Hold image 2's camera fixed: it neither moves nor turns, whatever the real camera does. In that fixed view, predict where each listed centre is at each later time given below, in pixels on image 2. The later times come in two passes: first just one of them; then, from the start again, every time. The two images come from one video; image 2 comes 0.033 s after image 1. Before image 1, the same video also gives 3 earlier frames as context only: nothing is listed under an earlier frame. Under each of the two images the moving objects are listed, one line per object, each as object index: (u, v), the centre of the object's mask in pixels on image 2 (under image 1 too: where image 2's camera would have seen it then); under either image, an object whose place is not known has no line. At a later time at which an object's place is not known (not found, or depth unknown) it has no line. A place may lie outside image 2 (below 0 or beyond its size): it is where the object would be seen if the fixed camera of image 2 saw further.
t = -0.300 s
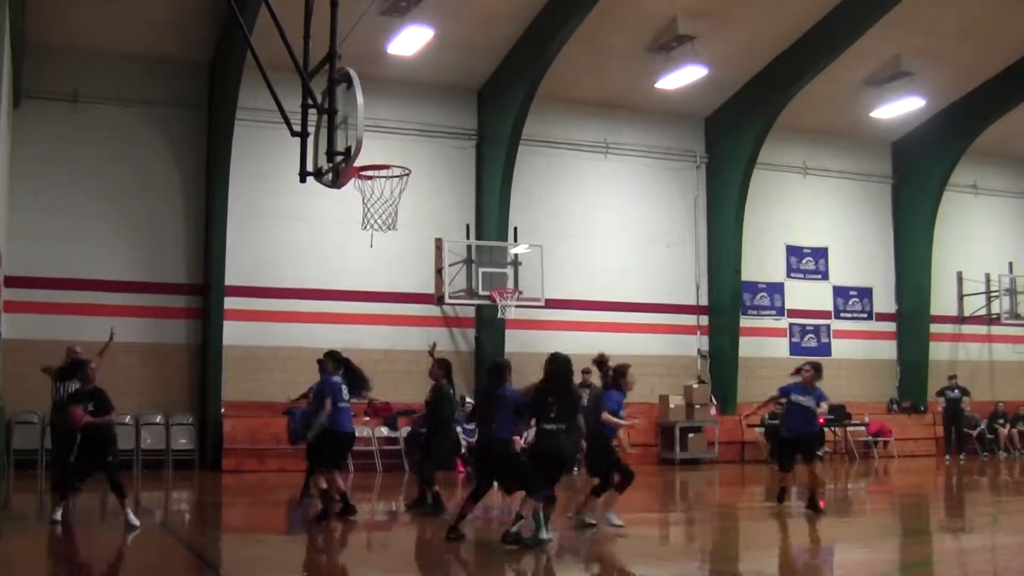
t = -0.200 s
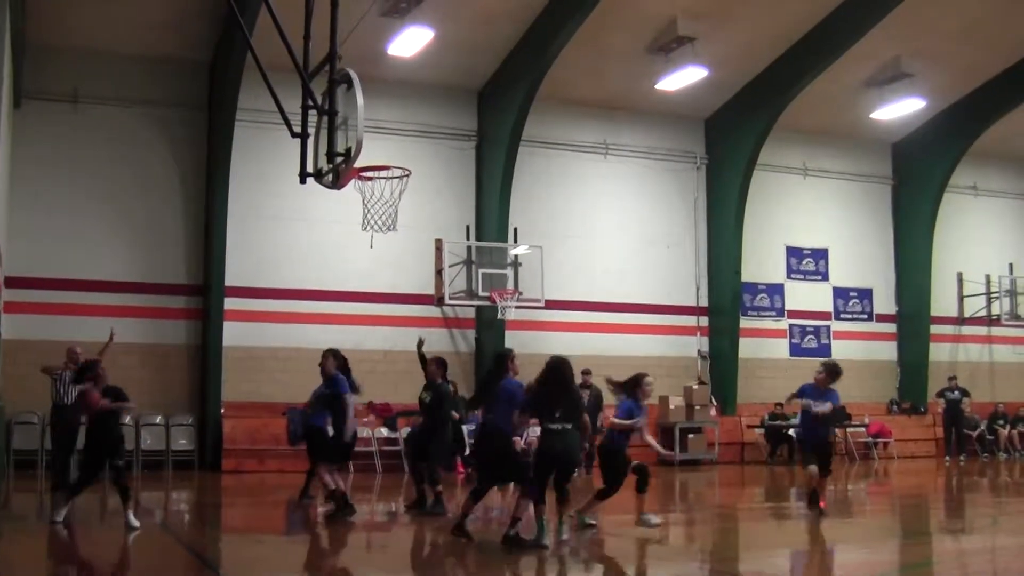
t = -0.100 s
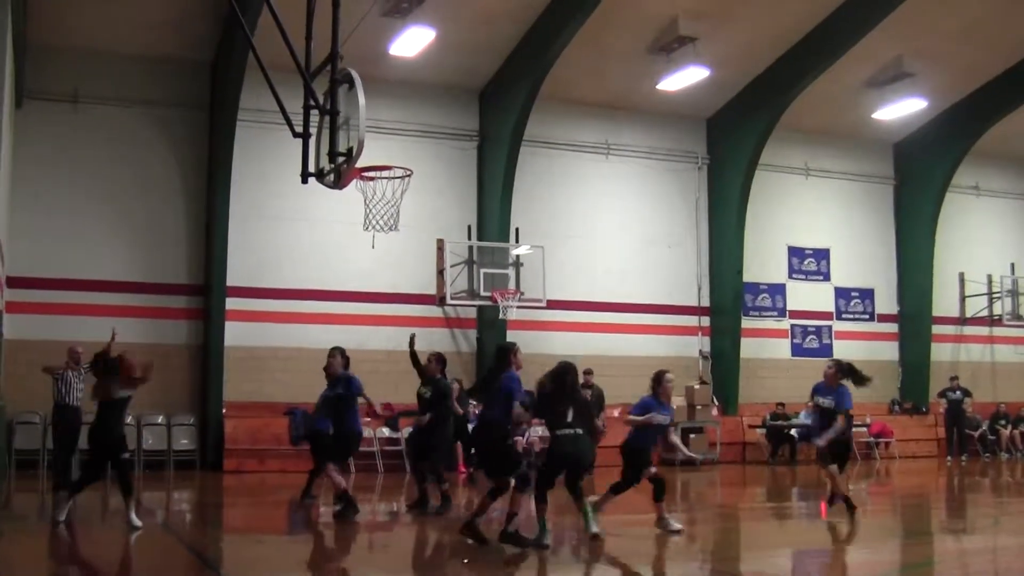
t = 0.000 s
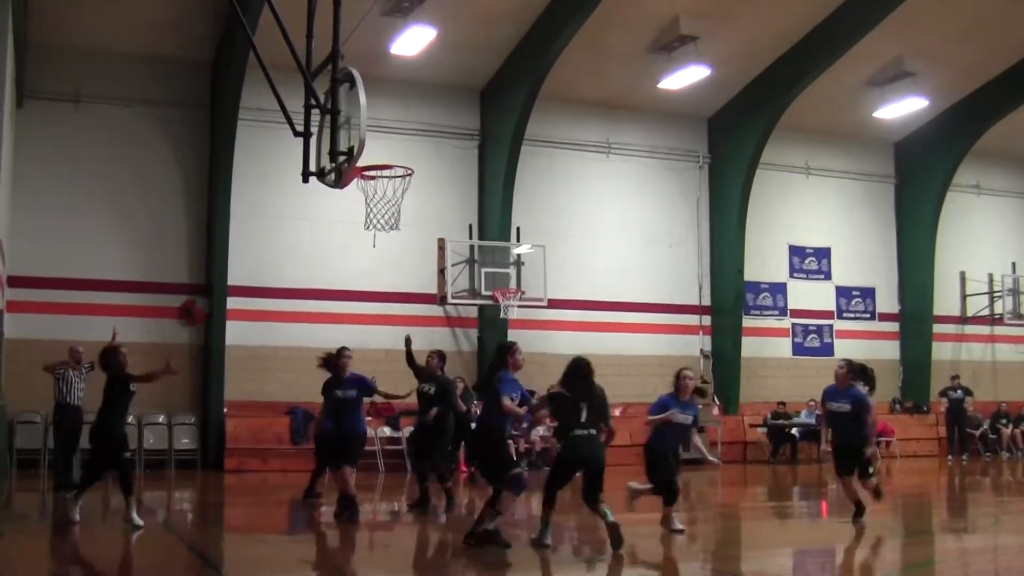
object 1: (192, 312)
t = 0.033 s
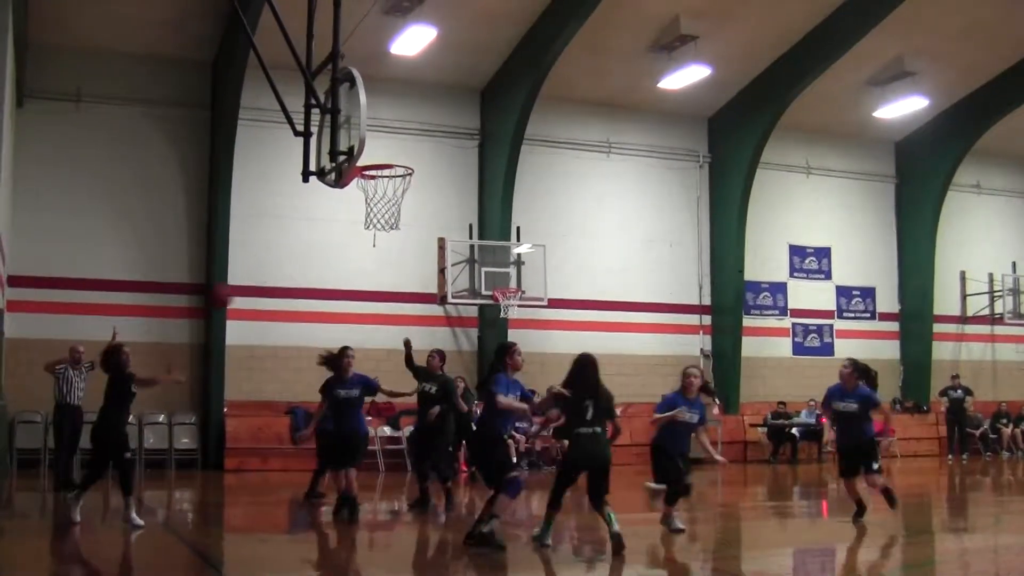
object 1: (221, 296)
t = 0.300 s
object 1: (456, 196)
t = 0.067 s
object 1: (244, 279)
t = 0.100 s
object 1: (271, 264)
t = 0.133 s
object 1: (299, 250)
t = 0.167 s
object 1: (328, 237)
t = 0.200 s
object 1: (358, 225)
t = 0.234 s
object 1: (389, 215)
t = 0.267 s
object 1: (422, 204)
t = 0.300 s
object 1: (456, 196)
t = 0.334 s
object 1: (492, 187)
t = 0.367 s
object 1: (529, 183)
